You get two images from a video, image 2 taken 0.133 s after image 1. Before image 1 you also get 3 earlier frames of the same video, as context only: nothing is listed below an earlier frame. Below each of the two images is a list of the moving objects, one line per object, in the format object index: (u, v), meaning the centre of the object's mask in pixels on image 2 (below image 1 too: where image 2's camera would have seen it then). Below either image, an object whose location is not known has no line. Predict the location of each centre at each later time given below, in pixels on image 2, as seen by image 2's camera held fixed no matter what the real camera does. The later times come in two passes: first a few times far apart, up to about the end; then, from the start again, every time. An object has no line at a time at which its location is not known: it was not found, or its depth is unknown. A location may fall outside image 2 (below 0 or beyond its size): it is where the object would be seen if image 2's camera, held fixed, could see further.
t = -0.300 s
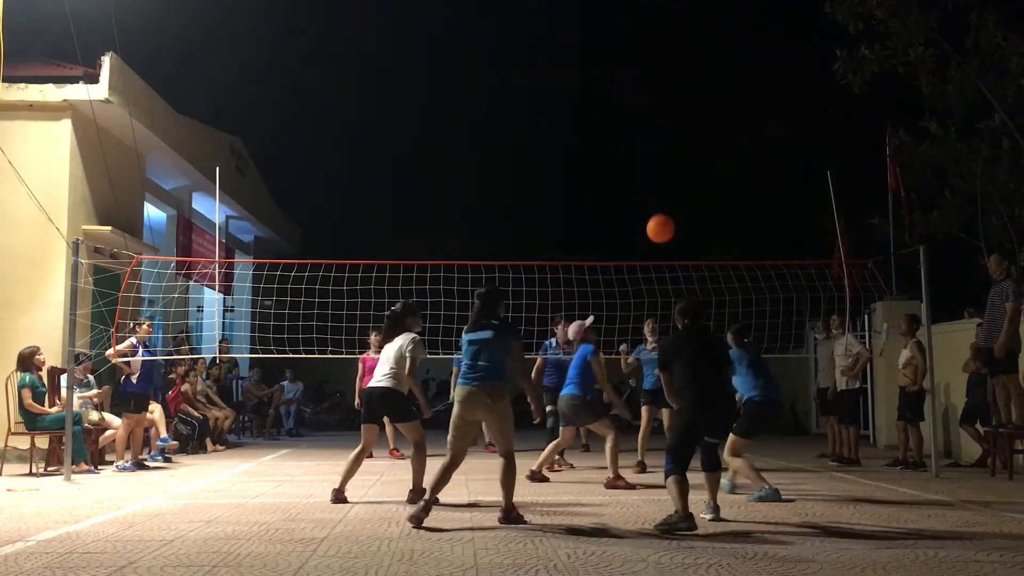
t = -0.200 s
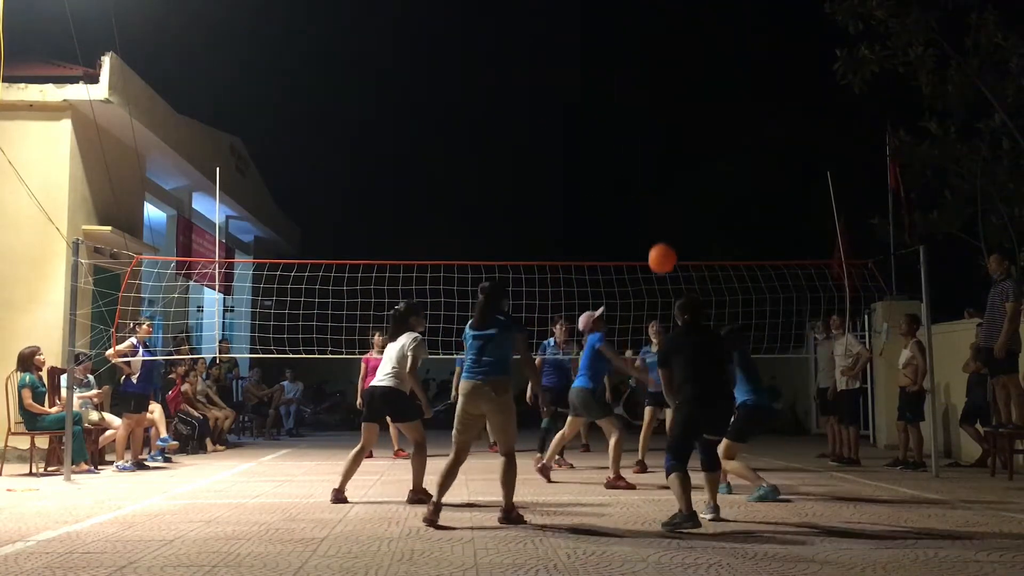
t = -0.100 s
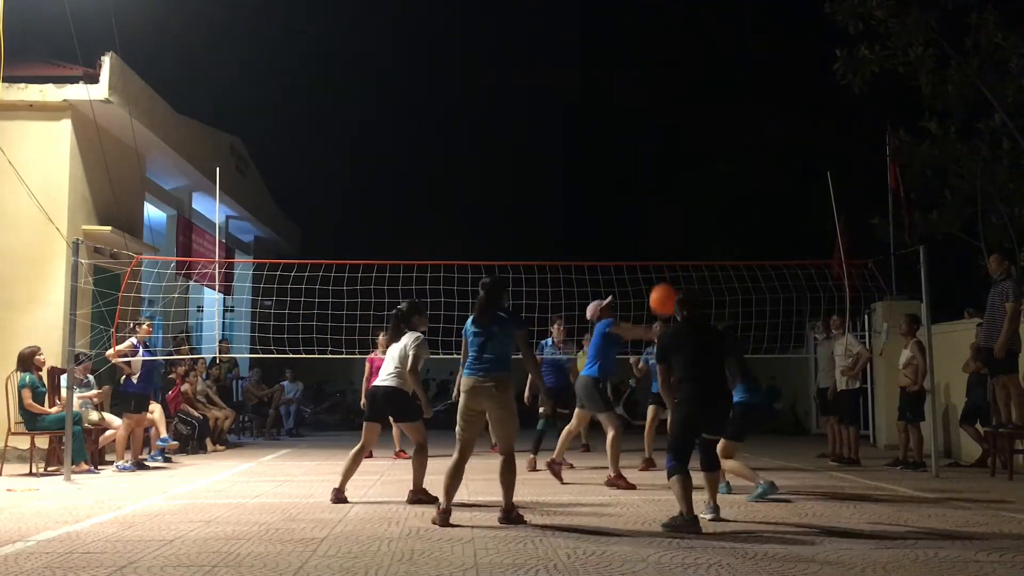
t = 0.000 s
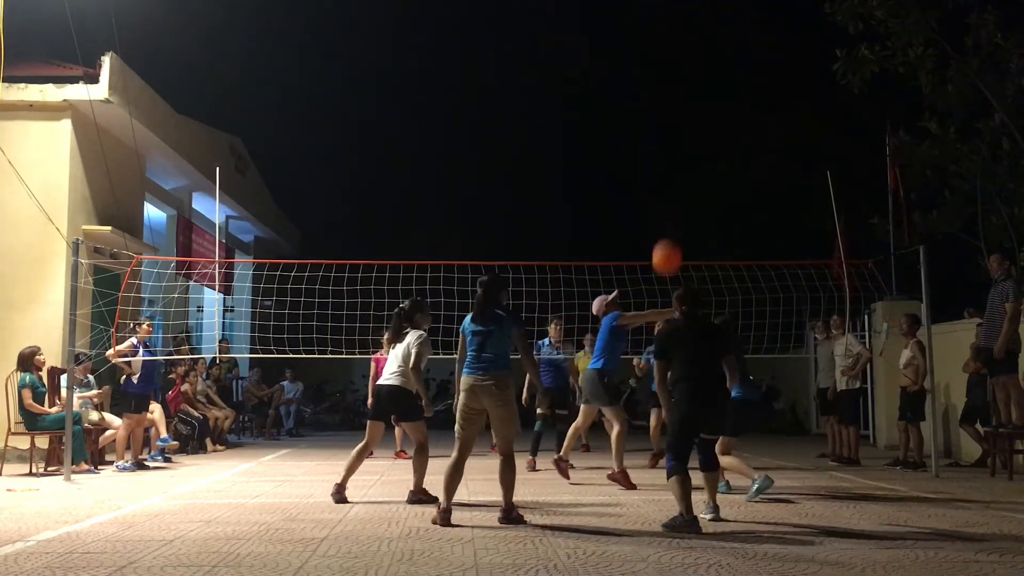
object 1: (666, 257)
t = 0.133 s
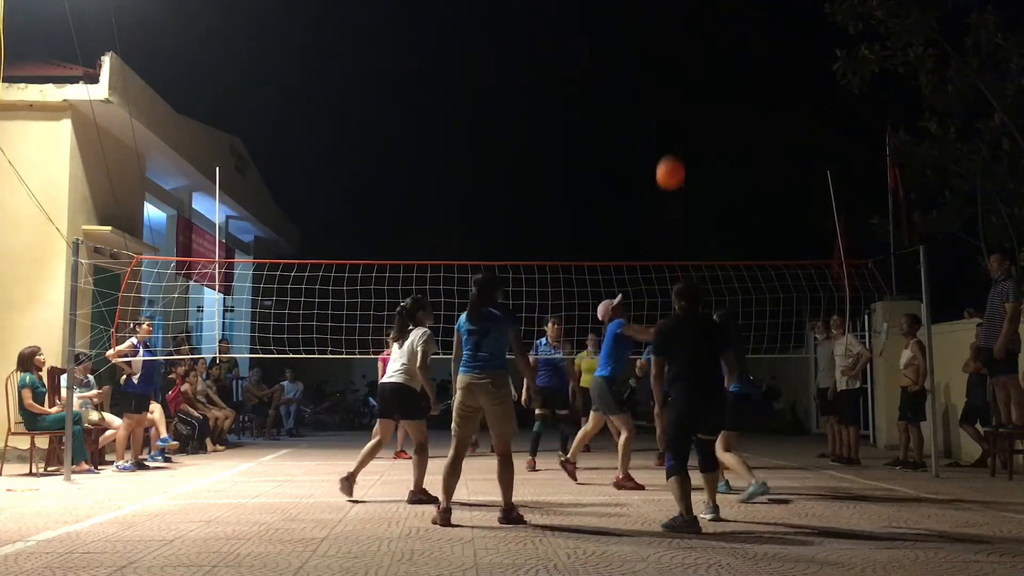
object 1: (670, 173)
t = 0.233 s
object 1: (673, 125)
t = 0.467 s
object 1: (679, 60)
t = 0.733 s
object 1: (687, 58)
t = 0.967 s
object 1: (692, 114)
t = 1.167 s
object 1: (696, 202)
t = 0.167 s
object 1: (671, 156)
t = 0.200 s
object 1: (672, 140)
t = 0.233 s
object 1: (673, 125)
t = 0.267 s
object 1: (674, 112)
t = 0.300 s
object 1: (674, 100)
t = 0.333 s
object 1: (675, 89)
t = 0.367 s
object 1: (676, 80)
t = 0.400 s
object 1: (677, 72)
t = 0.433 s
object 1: (678, 65)
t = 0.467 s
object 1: (679, 60)
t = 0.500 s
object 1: (681, 56)
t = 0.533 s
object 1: (682, 53)
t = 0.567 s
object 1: (683, 51)
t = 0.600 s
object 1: (684, 50)
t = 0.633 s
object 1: (684, 50)
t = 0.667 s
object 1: (685, 52)
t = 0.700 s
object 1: (686, 55)
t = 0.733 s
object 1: (687, 58)
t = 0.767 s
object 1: (688, 63)
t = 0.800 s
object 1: (689, 69)
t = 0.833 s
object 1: (689, 75)
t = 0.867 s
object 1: (690, 84)
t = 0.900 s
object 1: (691, 92)
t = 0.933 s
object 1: (692, 103)
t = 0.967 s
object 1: (692, 114)
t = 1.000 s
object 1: (693, 126)
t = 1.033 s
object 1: (694, 139)
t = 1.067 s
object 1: (694, 154)
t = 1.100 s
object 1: (695, 169)
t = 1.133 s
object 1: (696, 186)
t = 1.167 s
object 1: (696, 202)
